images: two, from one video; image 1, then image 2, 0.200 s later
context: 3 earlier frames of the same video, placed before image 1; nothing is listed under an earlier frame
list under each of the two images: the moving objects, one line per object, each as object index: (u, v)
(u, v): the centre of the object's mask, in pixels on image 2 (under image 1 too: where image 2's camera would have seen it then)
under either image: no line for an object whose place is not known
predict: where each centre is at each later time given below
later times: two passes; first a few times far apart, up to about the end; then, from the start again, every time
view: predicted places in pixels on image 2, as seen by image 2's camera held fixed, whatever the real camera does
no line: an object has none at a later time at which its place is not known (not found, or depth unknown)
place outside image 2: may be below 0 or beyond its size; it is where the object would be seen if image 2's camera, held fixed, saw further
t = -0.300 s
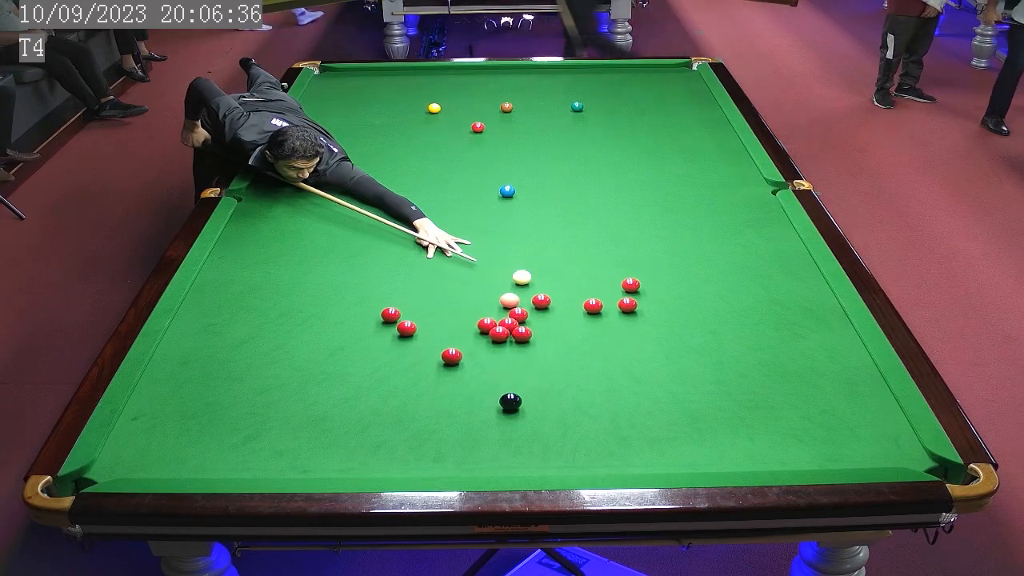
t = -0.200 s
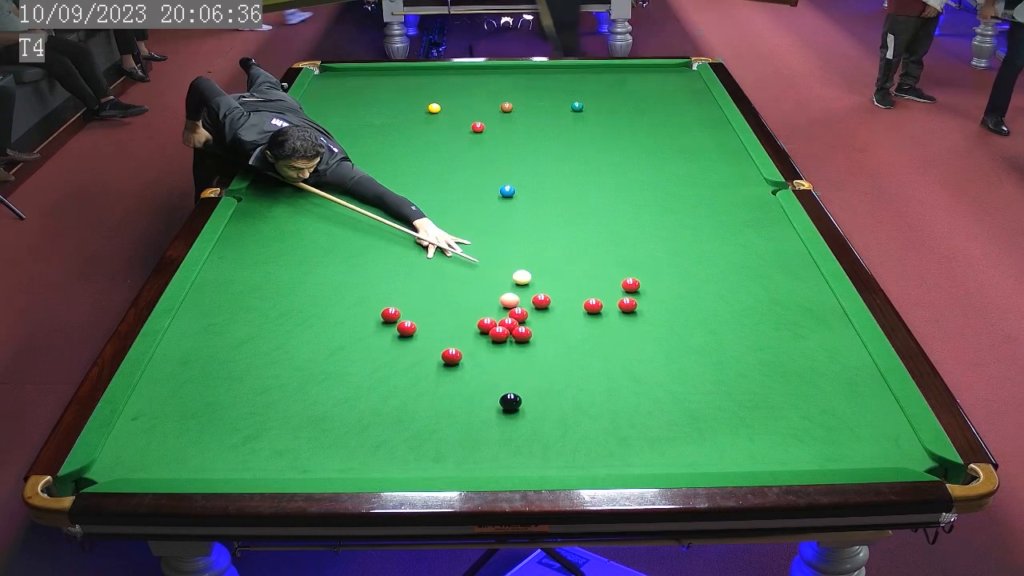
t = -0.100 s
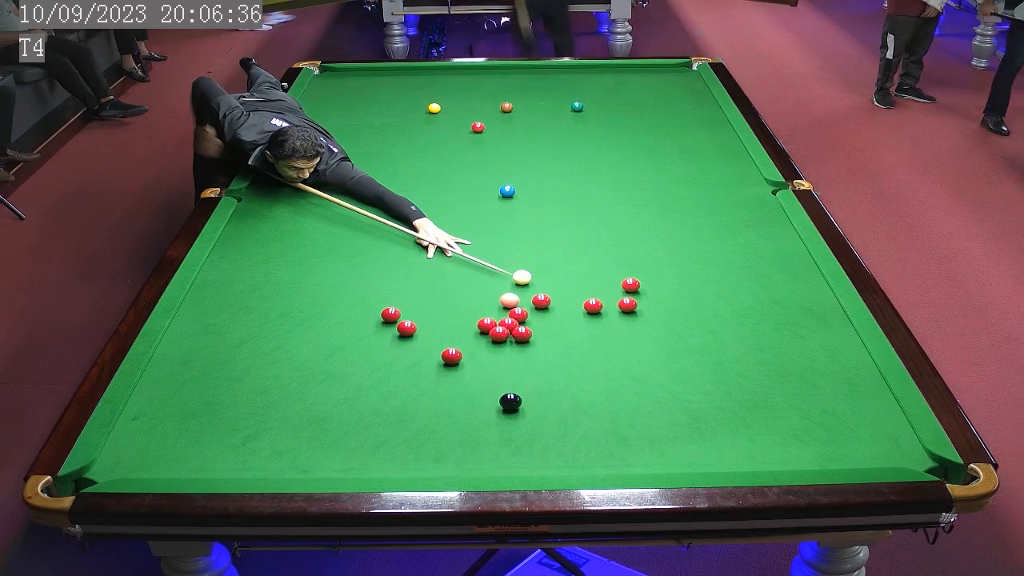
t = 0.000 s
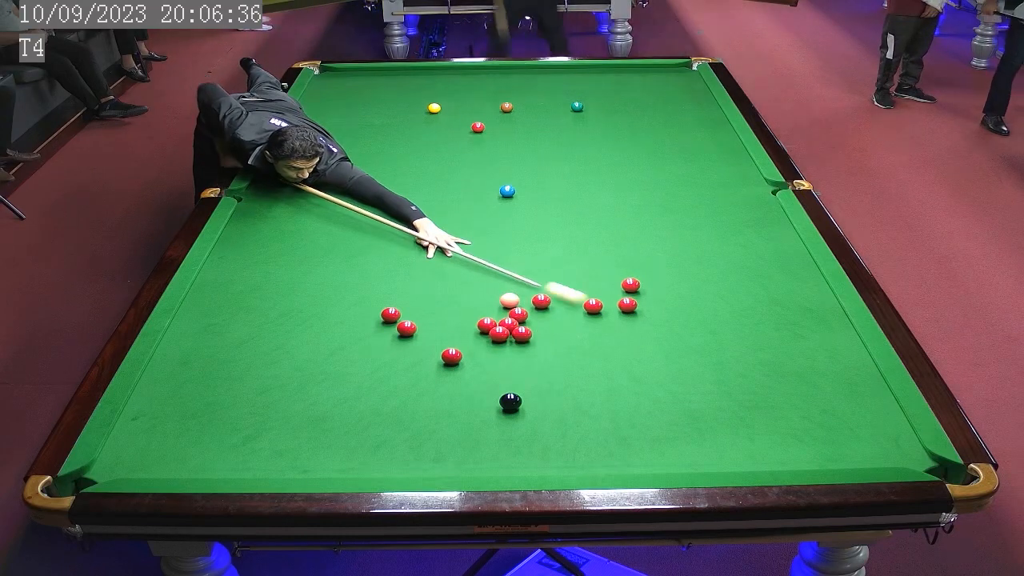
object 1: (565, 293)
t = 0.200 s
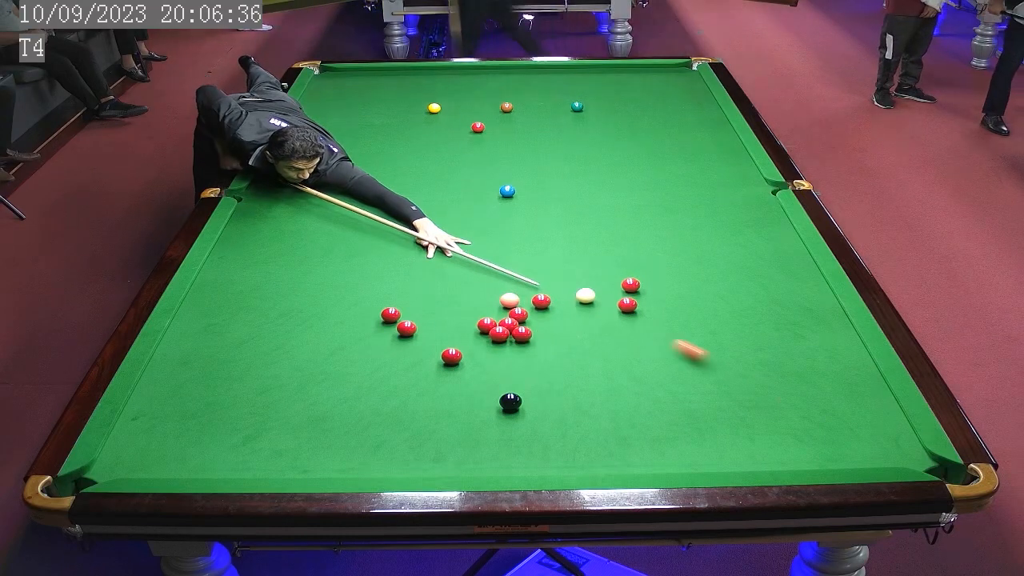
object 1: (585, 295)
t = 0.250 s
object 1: (586, 294)
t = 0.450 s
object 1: (588, 289)
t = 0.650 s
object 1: (589, 285)
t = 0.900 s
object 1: (592, 281)
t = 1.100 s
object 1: (593, 278)
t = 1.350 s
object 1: (595, 274)
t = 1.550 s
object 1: (596, 272)
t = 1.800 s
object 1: (598, 270)
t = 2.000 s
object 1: (598, 269)
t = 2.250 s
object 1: (599, 268)
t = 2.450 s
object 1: (600, 267)
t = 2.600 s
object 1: (600, 267)
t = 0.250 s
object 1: (586, 294)
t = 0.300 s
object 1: (586, 293)
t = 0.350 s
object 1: (587, 292)
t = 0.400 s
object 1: (587, 290)
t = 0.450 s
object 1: (588, 289)
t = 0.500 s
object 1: (588, 288)
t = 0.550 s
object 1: (589, 287)
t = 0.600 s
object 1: (589, 286)
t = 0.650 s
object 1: (589, 285)
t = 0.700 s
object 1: (590, 284)
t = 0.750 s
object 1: (590, 283)
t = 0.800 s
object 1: (591, 282)
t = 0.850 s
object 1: (591, 282)
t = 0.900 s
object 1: (592, 281)
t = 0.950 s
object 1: (592, 280)
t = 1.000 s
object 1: (592, 279)
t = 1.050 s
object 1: (593, 278)
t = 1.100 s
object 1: (593, 278)
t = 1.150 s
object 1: (593, 277)
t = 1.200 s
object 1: (594, 276)
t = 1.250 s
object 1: (594, 276)
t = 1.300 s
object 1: (594, 275)
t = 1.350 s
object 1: (595, 274)
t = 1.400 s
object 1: (595, 274)
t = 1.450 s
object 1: (595, 273)
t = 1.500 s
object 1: (596, 273)
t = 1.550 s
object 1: (596, 272)
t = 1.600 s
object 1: (596, 272)
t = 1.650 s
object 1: (597, 271)
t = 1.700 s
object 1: (597, 271)
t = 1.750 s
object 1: (597, 270)
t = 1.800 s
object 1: (598, 270)
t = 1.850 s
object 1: (598, 270)
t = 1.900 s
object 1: (598, 269)
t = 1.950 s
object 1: (598, 269)
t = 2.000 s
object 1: (598, 269)
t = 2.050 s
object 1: (598, 268)
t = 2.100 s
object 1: (598, 268)
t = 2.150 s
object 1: (599, 268)
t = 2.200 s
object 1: (599, 268)
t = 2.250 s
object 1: (599, 268)
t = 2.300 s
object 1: (599, 268)
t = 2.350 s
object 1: (599, 268)
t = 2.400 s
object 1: (599, 267)
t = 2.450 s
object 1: (600, 267)
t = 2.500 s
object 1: (600, 267)
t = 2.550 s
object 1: (600, 267)
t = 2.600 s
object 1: (600, 267)
